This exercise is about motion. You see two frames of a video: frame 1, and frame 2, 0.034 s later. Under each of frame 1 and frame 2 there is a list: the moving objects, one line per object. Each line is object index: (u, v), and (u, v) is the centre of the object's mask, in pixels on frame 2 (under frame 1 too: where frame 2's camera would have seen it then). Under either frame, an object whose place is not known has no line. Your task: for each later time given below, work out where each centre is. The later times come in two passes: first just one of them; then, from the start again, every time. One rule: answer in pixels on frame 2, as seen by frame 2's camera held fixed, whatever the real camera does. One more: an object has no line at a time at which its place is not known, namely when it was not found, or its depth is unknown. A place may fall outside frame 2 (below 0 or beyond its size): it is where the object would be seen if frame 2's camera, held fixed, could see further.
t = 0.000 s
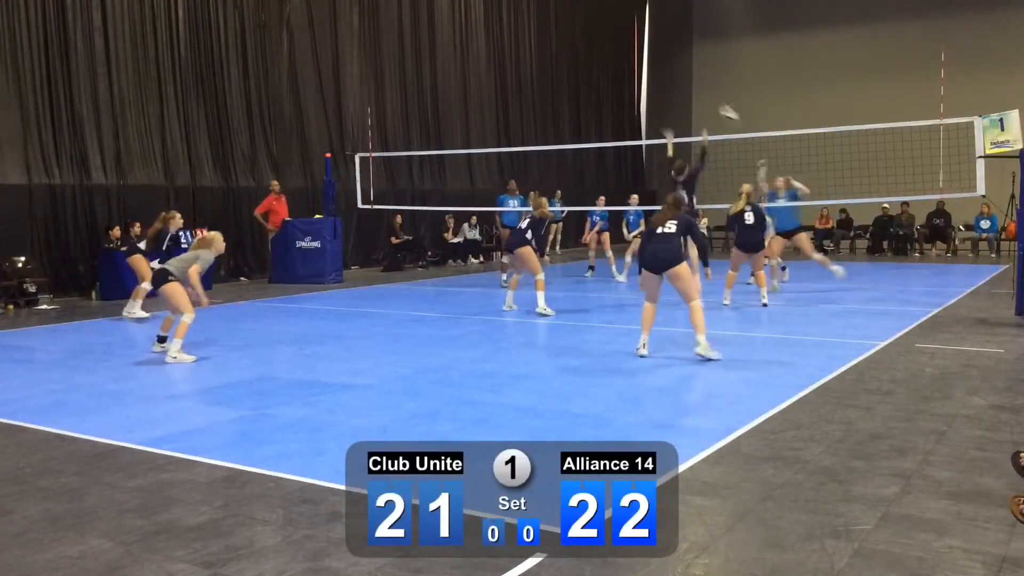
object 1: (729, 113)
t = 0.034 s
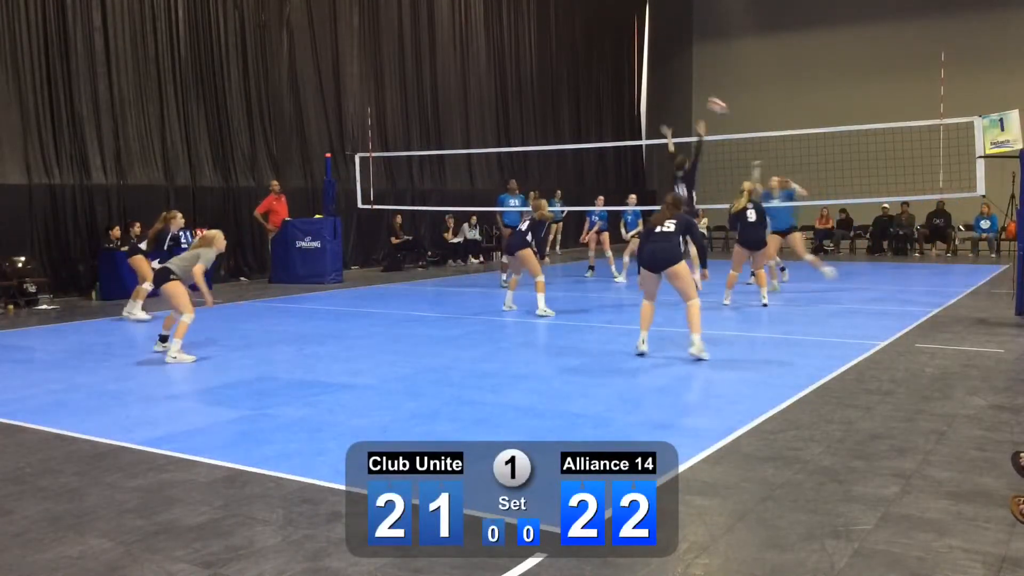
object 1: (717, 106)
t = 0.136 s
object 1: (682, 82)
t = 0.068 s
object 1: (704, 97)
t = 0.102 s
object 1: (694, 90)
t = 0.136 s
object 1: (682, 82)
